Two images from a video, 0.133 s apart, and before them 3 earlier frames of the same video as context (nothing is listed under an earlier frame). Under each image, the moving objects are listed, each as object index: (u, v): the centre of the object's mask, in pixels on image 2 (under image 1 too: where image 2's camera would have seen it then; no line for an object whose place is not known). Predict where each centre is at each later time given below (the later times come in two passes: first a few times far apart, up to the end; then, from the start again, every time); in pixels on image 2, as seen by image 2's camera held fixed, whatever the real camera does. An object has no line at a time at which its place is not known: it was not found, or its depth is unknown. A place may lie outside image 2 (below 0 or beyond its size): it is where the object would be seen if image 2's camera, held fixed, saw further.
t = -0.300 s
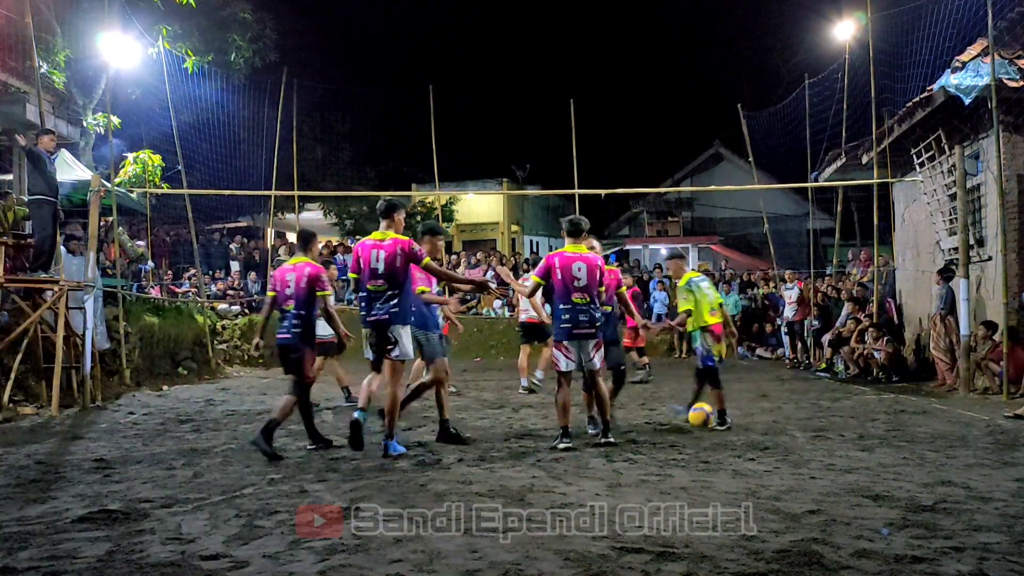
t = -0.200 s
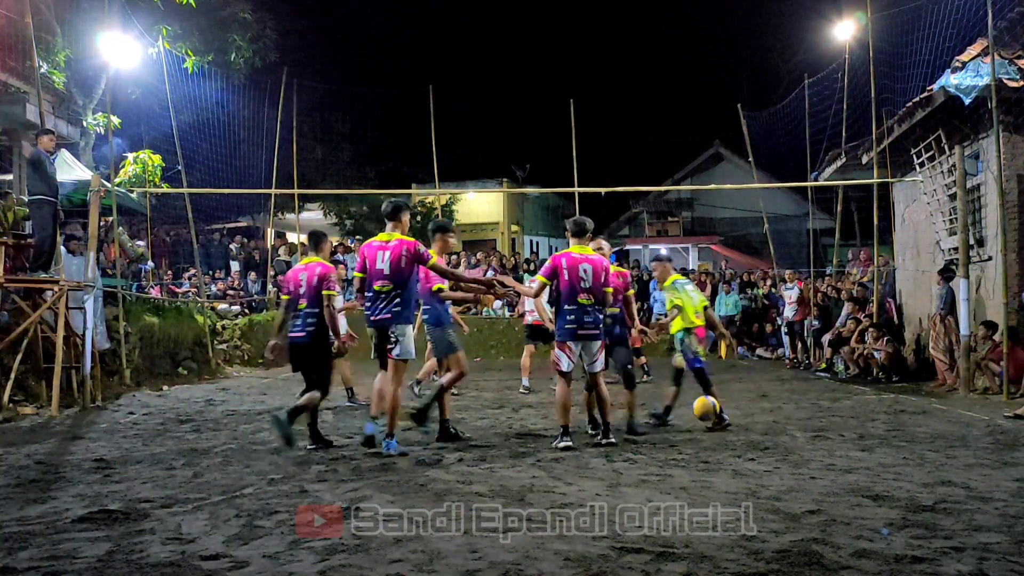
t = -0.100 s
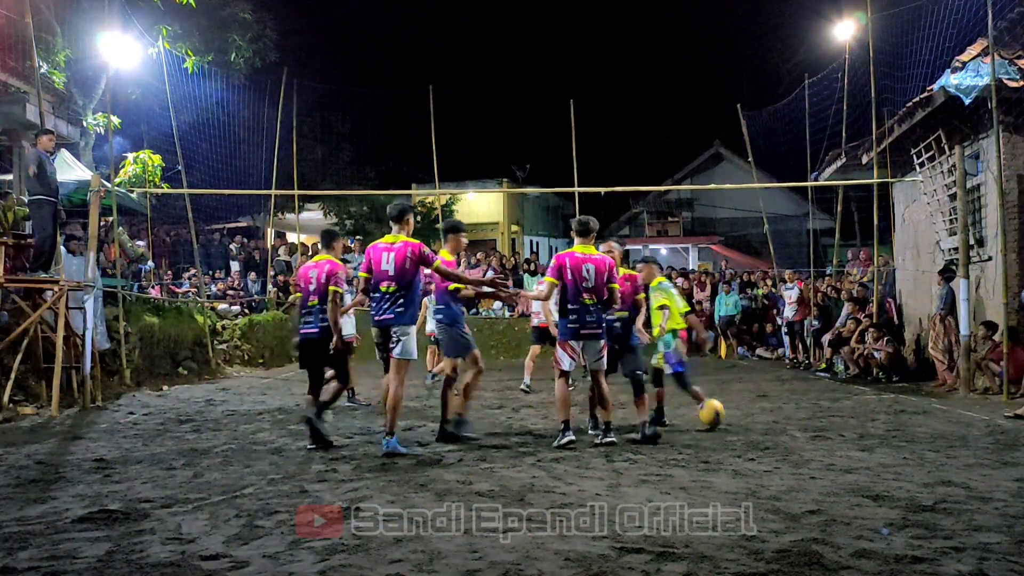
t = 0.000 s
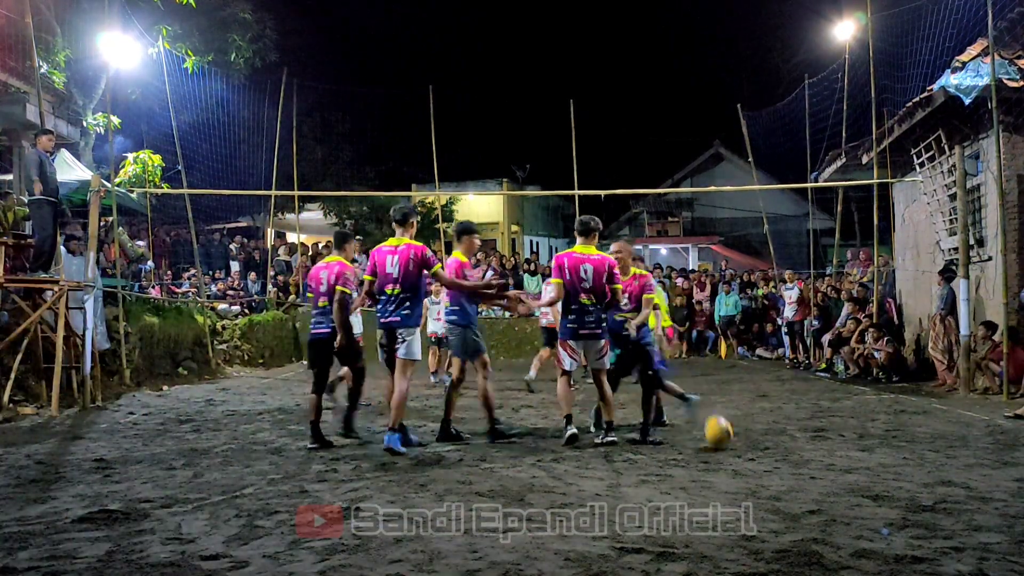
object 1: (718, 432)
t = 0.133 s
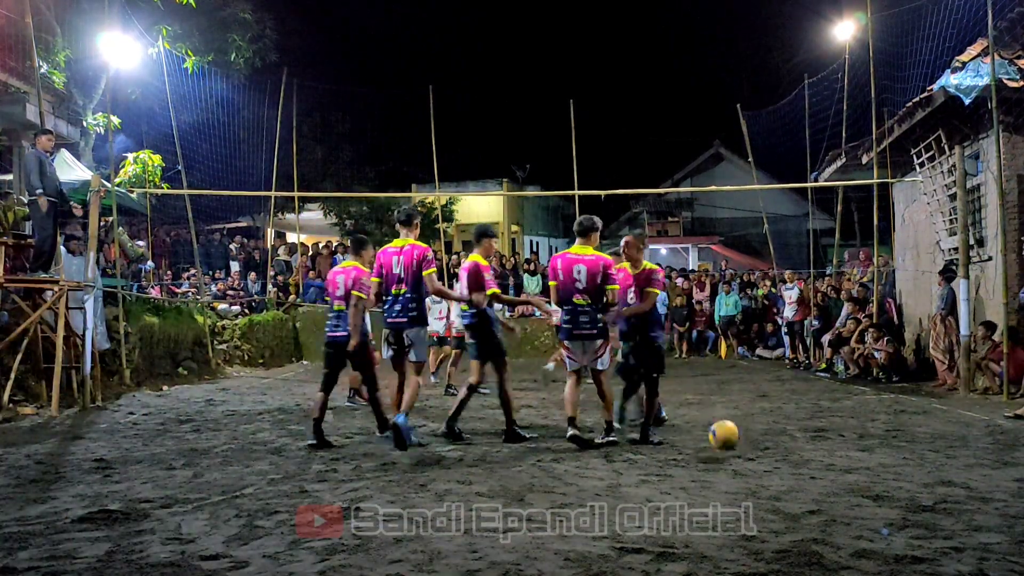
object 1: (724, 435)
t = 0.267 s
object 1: (733, 449)
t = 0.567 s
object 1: (755, 473)
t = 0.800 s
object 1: (784, 503)
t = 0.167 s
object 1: (726, 438)
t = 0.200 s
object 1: (729, 442)
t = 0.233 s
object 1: (730, 448)
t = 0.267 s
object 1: (733, 449)
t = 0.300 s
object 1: (734, 451)
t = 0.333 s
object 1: (735, 453)
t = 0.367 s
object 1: (738, 458)
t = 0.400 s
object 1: (741, 461)
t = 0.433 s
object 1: (743, 461)
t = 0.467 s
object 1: (745, 464)
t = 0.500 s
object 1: (748, 471)
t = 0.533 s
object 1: (751, 472)
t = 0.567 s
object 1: (755, 473)
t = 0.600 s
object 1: (759, 476)
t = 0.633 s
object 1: (763, 481)
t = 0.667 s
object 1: (767, 485)
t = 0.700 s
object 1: (771, 490)
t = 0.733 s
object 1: (775, 493)
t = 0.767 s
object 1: (780, 498)
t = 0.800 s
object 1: (784, 503)
